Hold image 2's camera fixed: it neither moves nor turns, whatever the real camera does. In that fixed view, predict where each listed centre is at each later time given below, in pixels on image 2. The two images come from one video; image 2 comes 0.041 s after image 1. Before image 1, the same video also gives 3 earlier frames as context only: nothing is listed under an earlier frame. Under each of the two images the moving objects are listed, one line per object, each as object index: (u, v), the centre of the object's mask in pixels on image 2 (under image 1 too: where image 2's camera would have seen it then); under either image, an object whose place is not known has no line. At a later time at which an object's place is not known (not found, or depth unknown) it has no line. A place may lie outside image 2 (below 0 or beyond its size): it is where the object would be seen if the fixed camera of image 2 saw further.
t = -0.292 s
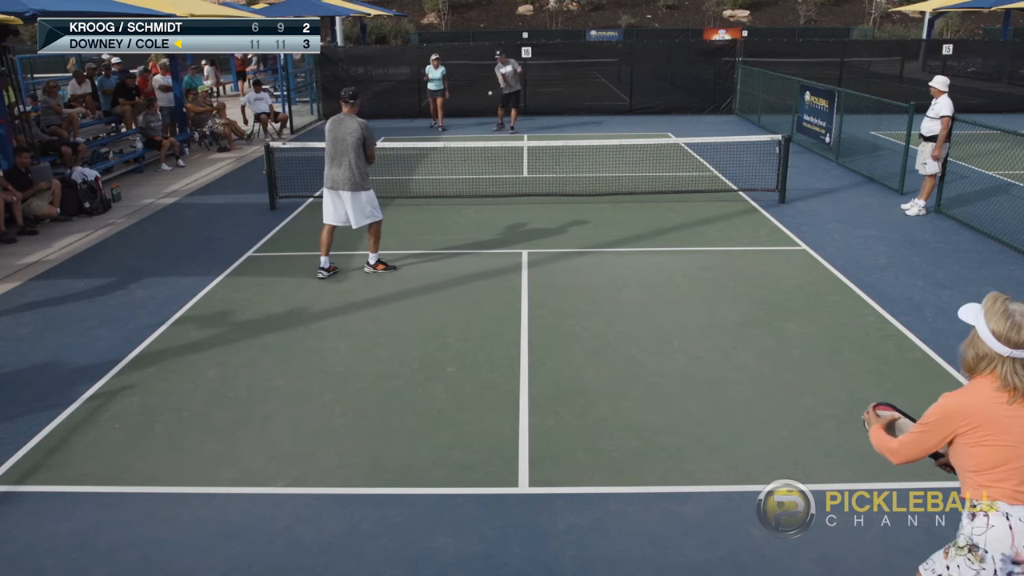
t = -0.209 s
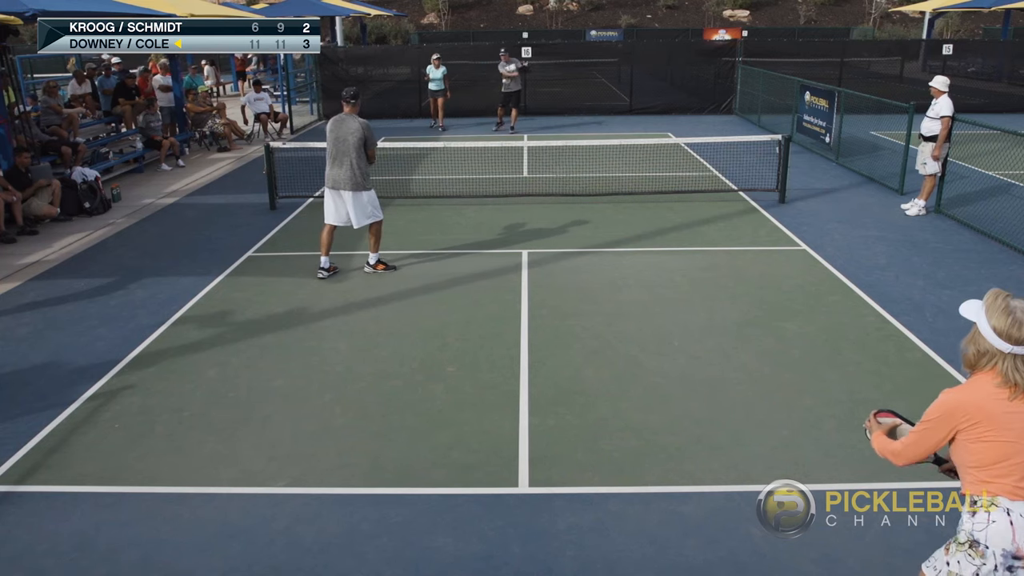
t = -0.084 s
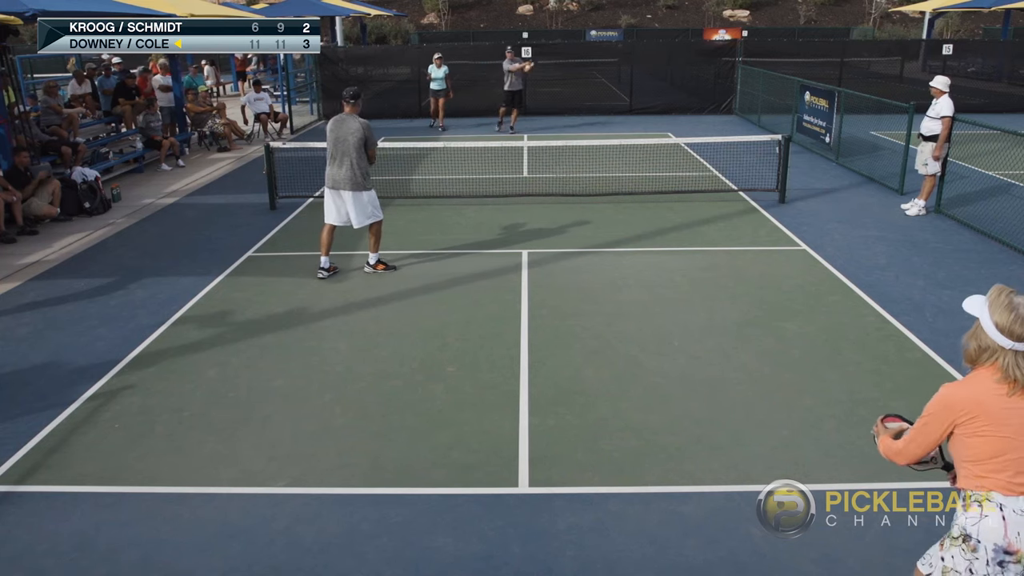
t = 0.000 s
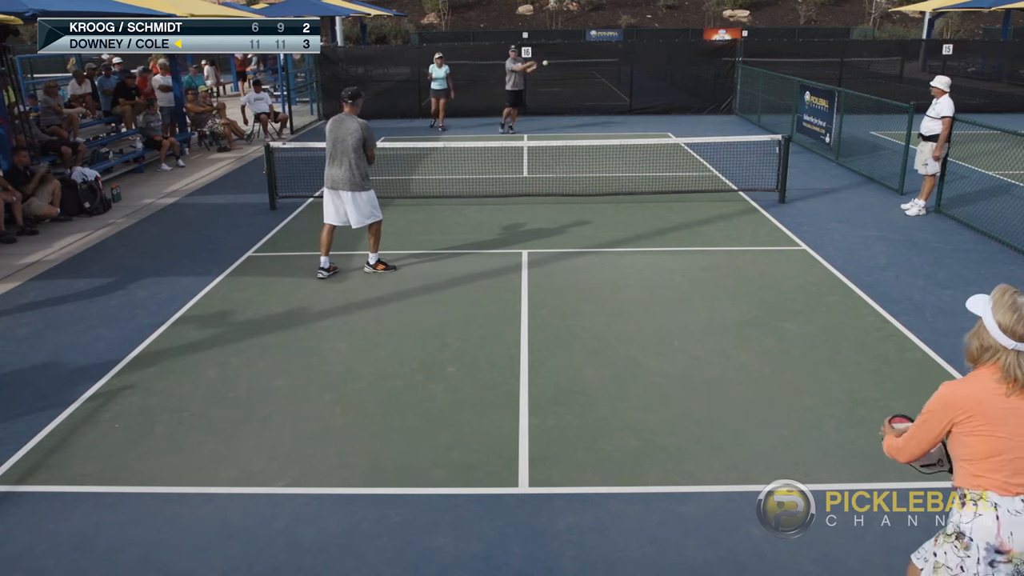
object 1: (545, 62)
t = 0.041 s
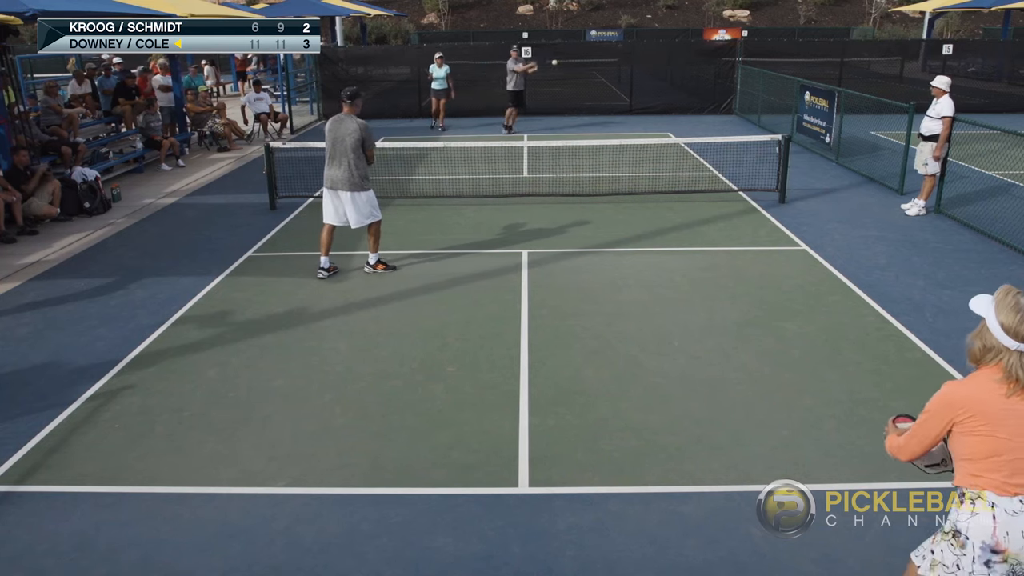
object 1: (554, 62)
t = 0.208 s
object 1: (598, 75)
